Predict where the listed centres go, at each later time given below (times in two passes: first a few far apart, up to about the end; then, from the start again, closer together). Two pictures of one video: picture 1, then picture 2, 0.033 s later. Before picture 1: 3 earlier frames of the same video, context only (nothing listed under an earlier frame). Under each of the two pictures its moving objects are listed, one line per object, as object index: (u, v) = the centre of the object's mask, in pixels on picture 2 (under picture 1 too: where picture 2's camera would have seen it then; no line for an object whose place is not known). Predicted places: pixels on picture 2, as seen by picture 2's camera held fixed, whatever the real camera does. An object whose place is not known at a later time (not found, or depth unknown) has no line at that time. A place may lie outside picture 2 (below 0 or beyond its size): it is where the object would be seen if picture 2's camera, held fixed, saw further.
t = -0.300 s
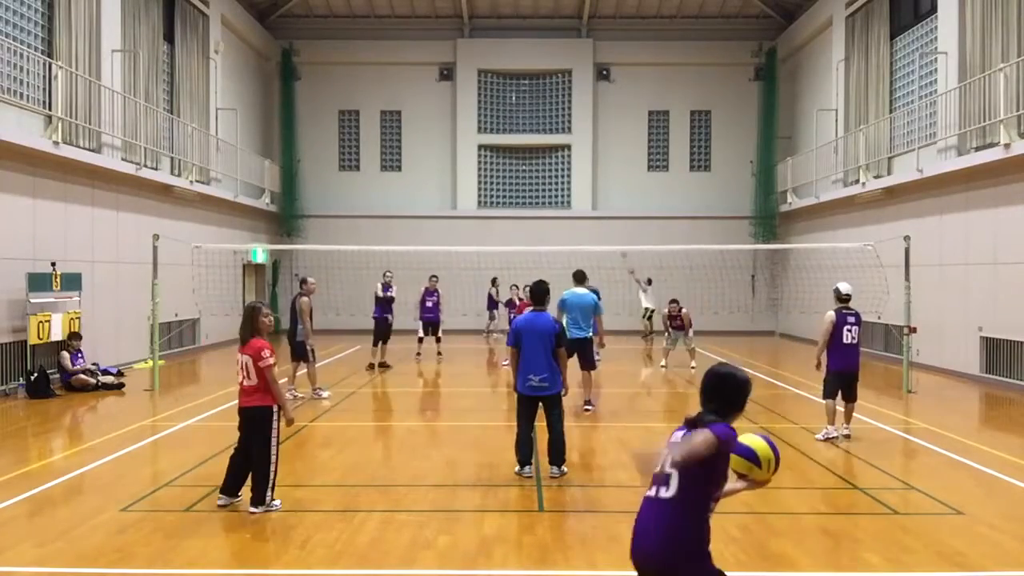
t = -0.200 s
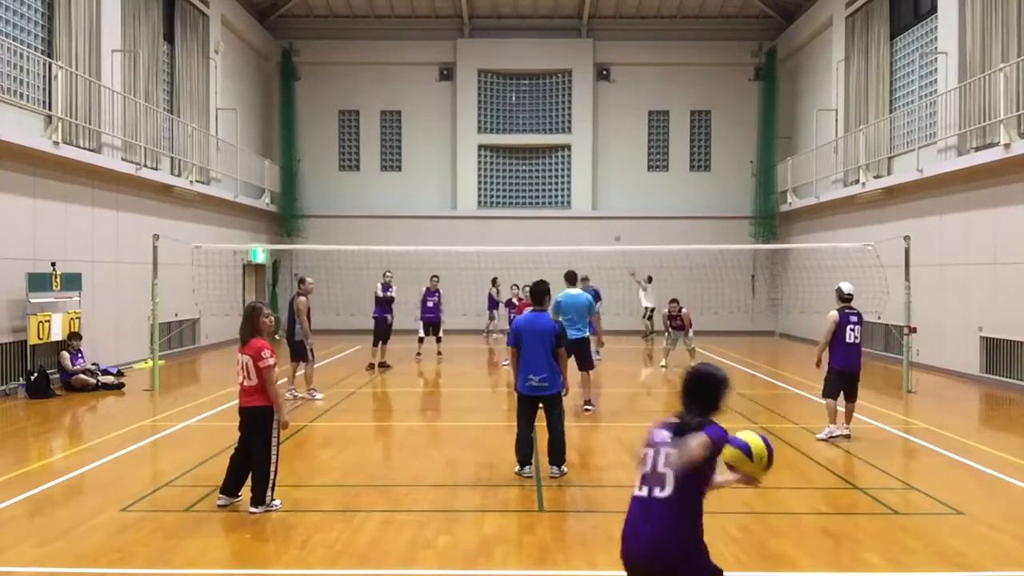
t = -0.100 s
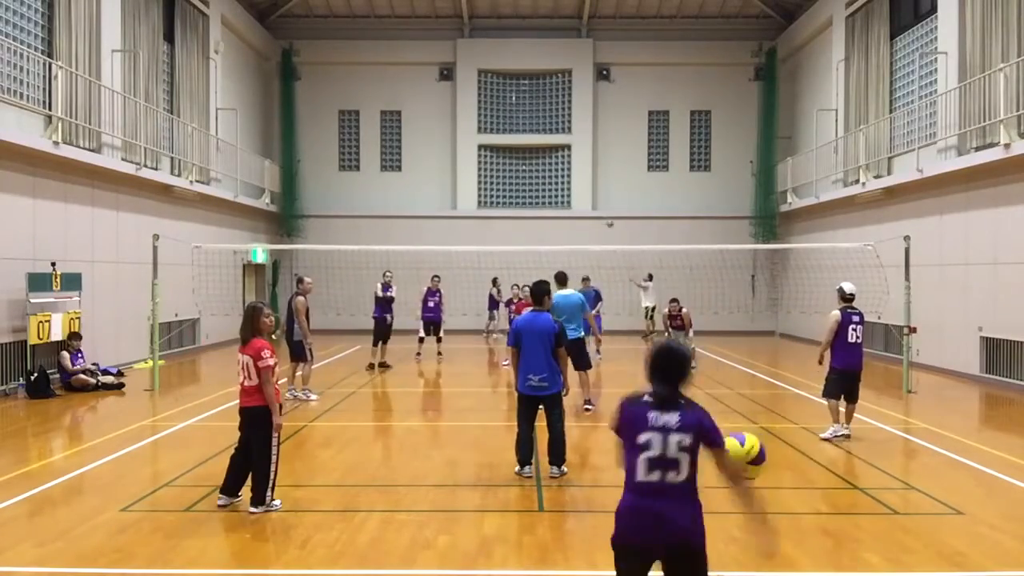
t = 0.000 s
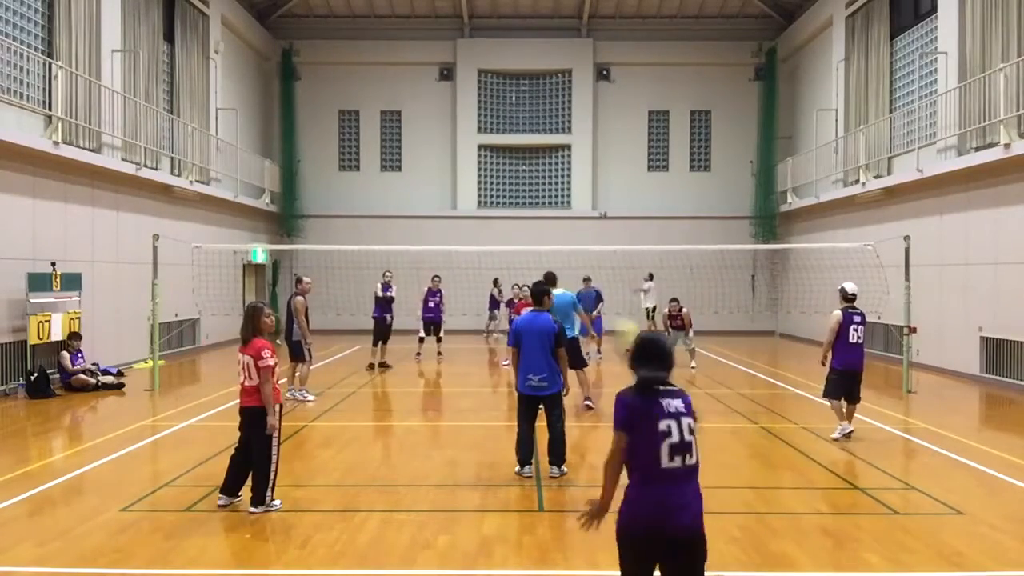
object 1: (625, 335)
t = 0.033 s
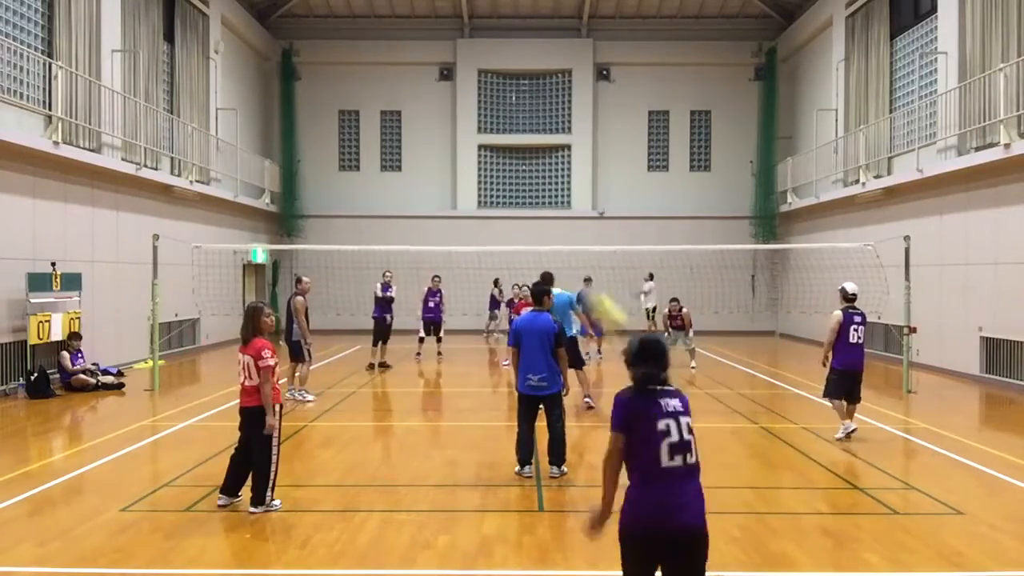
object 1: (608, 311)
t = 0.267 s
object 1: (469, 207)
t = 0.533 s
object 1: (405, 201)
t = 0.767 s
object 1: (374, 228)
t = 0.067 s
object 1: (573, 280)
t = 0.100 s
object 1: (553, 264)
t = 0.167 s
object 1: (510, 231)
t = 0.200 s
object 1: (494, 219)
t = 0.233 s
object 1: (481, 212)
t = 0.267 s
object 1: (469, 207)
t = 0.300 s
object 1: (458, 203)
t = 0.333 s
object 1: (449, 200)
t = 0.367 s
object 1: (439, 198)
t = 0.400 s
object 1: (431, 198)
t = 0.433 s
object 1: (424, 199)
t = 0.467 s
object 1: (417, 199)
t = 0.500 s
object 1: (411, 200)
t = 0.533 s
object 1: (405, 201)
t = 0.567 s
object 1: (399, 204)
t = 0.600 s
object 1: (394, 208)
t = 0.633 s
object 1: (389, 210)
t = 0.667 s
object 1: (385, 215)
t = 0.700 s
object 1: (380, 219)
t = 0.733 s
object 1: (377, 222)
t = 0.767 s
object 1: (374, 228)
